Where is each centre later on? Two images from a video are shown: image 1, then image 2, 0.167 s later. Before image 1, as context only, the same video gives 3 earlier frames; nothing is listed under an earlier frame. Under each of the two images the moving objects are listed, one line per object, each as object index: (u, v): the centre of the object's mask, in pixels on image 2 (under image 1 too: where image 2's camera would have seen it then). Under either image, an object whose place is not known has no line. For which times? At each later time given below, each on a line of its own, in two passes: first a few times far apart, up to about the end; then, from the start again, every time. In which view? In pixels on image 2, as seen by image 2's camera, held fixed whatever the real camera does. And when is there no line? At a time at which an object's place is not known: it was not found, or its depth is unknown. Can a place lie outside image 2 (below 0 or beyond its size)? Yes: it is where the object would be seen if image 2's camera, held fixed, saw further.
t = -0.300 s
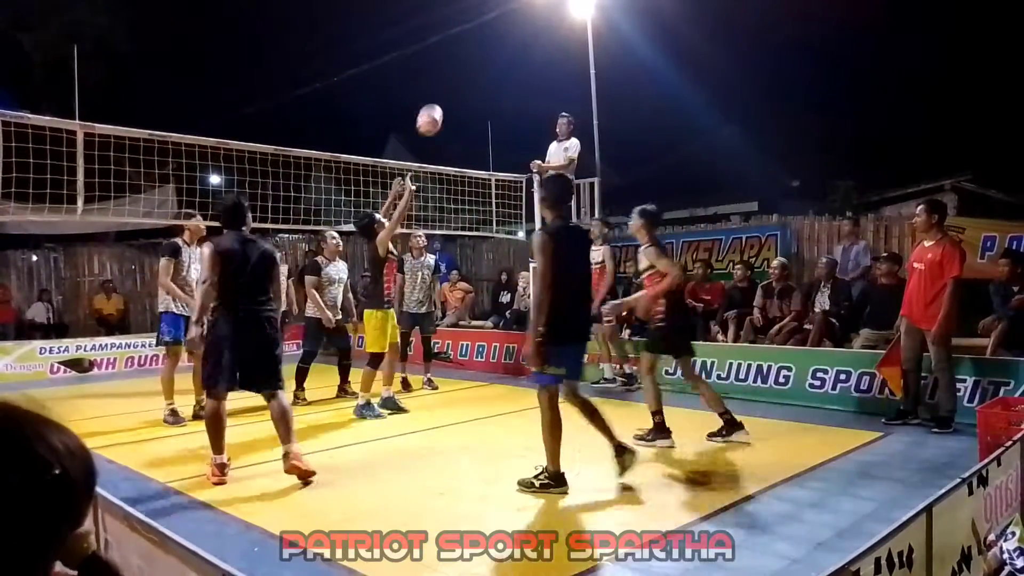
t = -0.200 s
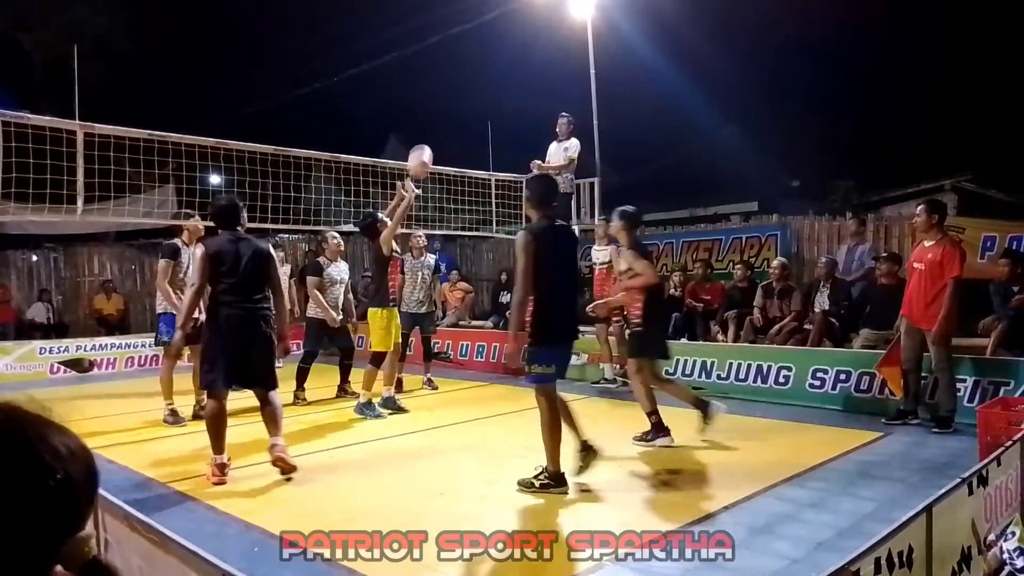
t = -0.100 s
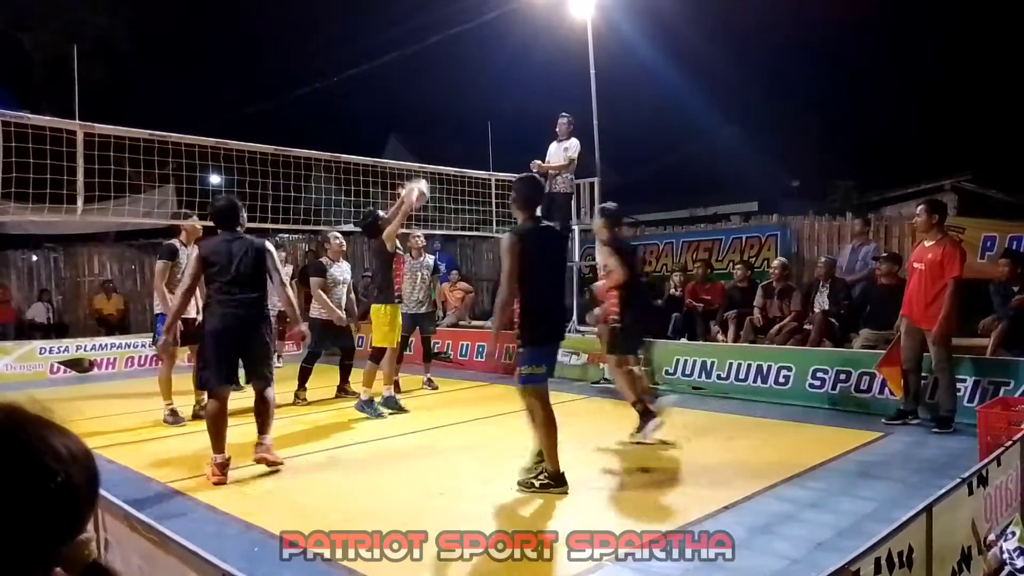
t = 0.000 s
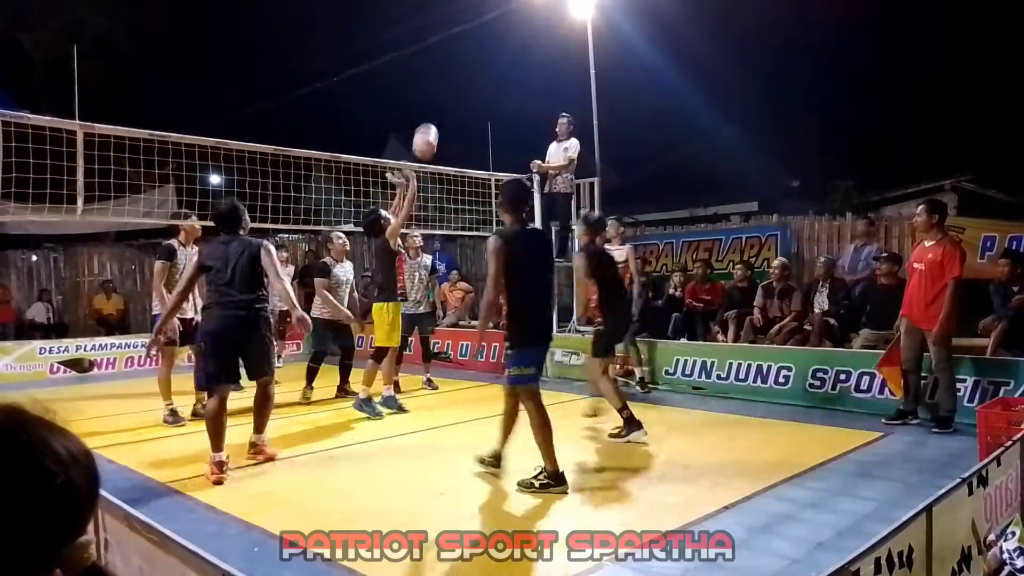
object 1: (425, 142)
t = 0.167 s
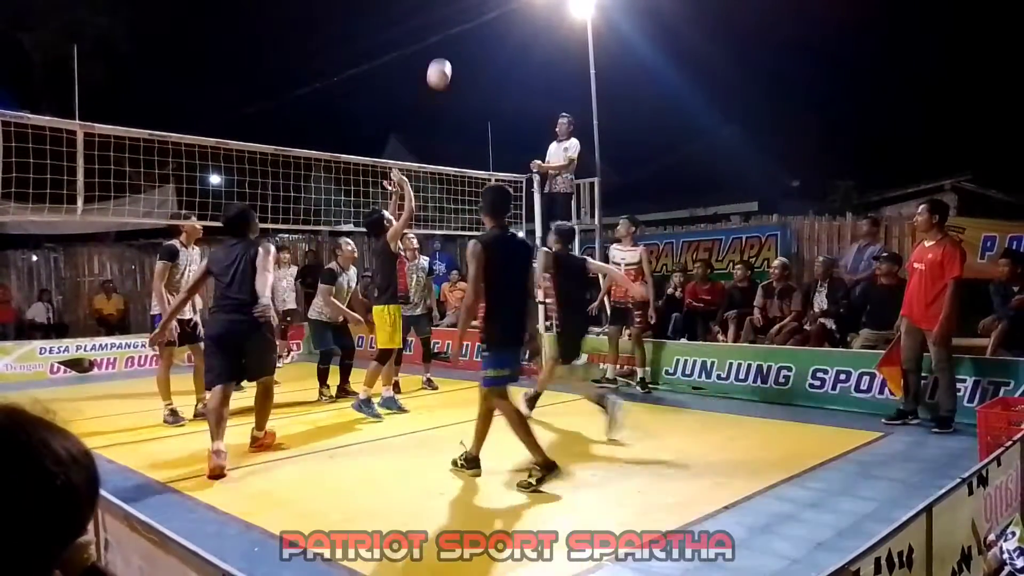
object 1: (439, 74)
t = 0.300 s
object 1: (449, 44)
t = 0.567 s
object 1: (467, 40)
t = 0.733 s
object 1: (478, 73)
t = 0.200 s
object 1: (441, 64)
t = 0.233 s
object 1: (444, 57)
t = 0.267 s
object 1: (446, 49)
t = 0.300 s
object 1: (449, 44)
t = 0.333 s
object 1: (451, 39)
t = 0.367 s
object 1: (454, 36)
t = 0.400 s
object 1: (456, 34)
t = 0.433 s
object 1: (458, 33)
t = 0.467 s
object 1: (461, 33)
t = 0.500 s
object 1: (463, 34)
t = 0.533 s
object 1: (465, 36)
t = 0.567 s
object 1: (467, 40)
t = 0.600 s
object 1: (469, 44)
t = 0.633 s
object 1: (472, 50)
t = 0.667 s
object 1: (474, 57)
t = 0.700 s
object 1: (476, 64)
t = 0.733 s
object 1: (478, 73)
